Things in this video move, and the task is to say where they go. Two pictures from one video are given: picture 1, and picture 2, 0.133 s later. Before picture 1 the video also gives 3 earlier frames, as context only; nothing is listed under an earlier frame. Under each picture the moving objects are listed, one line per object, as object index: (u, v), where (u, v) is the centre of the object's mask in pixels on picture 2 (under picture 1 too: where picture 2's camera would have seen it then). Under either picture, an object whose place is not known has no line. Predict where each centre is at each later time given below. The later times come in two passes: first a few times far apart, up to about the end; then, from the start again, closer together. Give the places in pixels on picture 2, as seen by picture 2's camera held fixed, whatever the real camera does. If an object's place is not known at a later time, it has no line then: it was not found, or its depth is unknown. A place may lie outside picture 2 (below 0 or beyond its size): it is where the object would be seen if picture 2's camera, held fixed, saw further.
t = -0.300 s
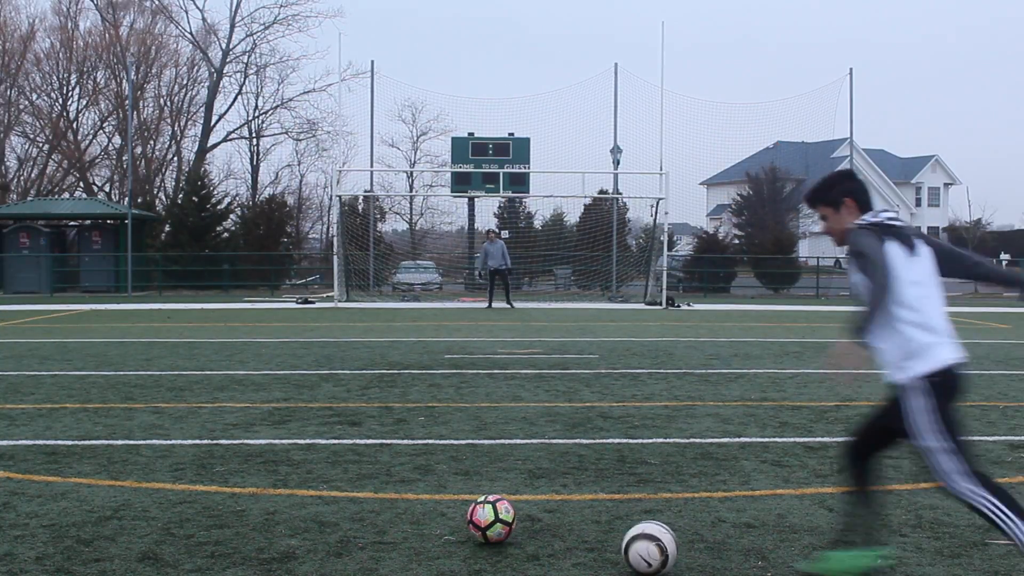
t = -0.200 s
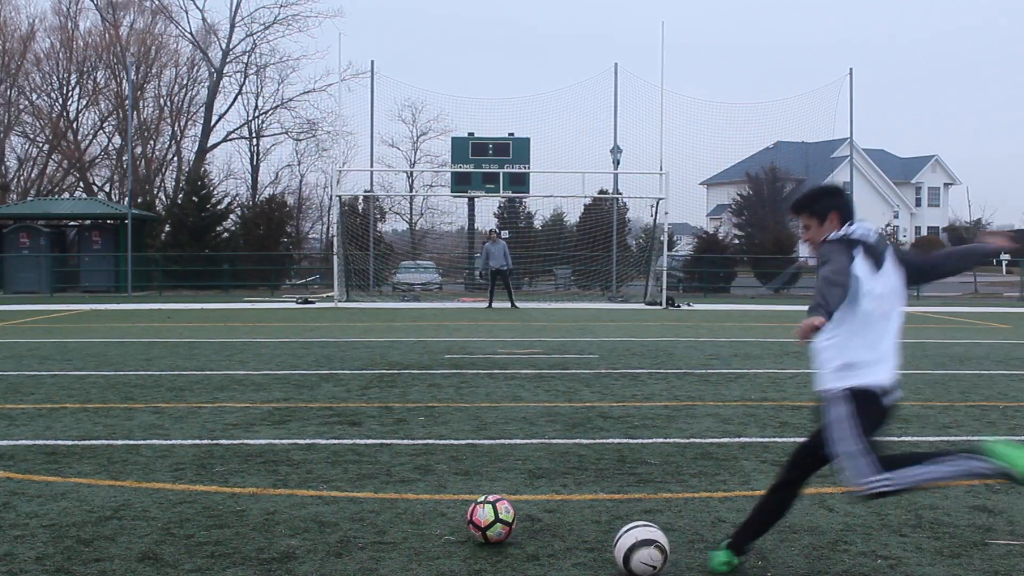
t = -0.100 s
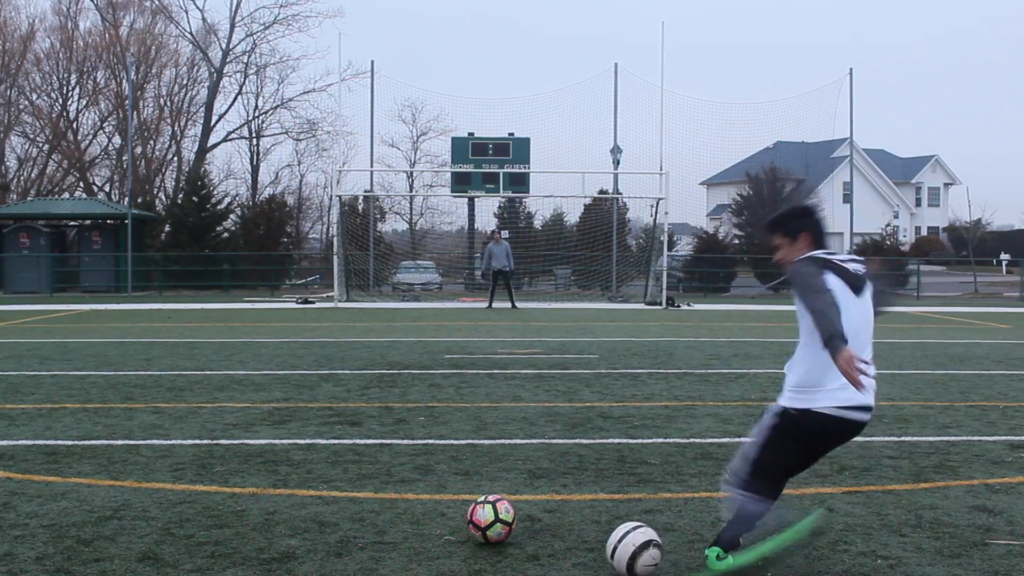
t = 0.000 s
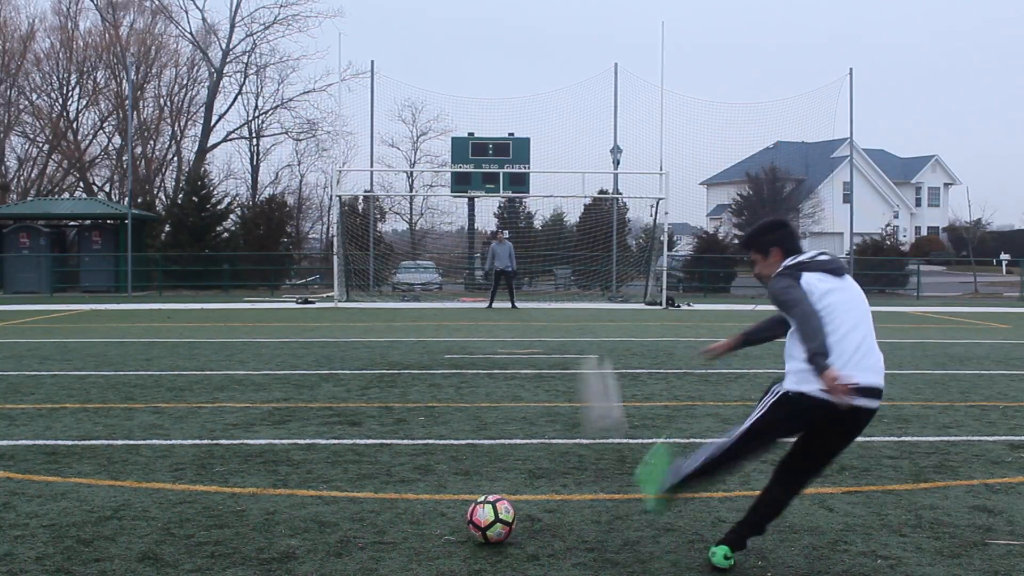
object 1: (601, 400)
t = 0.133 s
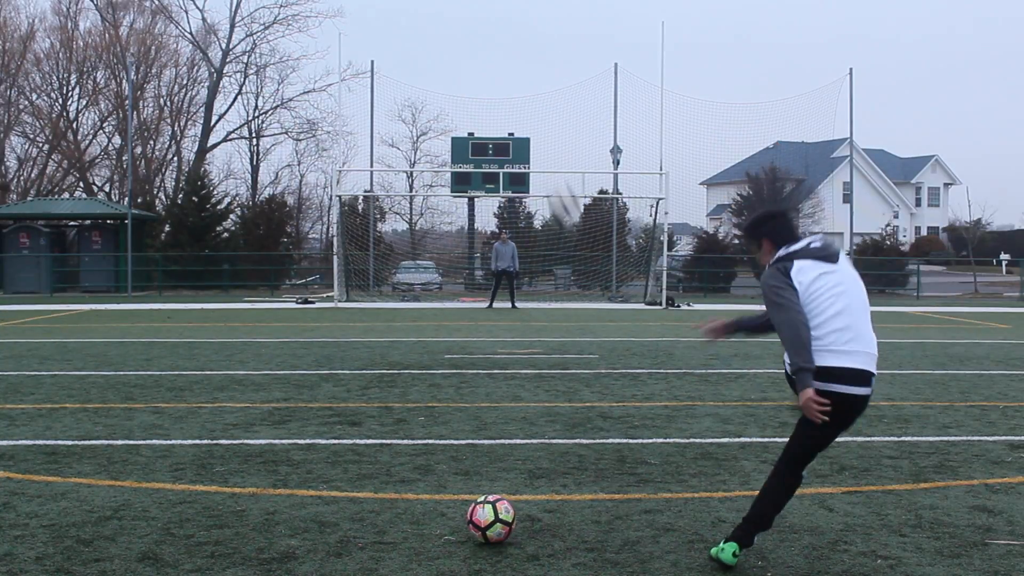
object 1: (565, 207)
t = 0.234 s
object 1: (552, 125)
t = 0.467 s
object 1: (541, 39)
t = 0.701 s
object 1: (539, 15)
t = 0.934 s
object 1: (542, 20)
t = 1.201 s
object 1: (548, 50)
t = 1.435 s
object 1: (555, 89)
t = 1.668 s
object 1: (562, 135)
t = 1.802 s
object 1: (566, 164)
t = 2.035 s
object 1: (571, 216)
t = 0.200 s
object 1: (555, 149)
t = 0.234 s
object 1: (552, 125)
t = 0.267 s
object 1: (549, 106)
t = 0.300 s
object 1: (547, 91)
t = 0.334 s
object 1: (545, 77)
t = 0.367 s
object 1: (543, 65)
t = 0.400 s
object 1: (542, 55)
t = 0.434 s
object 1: (541, 47)
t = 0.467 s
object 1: (541, 39)
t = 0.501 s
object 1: (540, 33)
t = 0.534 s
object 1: (540, 27)
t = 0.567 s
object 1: (539, 23)
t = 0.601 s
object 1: (539, 20)
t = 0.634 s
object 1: (539, 17)
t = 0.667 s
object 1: (539, 16)
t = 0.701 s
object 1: (539, 15)
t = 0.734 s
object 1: (539, 14)
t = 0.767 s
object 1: (540, 14)
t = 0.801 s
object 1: (540, 14)
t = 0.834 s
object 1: (540, 15)
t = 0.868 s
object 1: (541, 16)
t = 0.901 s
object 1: (541, 18)
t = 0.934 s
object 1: (542, 20)
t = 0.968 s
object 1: (542, 23)
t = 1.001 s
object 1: (543, 27)
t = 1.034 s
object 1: (544, 30)
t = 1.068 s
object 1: (545, 33)
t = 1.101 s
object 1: (546, 37)
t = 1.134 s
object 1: (547, 41)
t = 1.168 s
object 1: (548, 46)
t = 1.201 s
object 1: (548, 50)
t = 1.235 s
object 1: (549, 55)
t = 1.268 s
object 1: (550, 61)
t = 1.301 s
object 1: (551, 66)
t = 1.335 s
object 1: (552, 71)
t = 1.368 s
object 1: (553, 77)
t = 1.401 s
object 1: (554, 83)
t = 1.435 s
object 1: (555, 89)
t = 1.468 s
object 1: (556, 94)
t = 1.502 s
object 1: (557, 101)
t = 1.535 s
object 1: (558, 108)
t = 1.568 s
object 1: (559, 115)
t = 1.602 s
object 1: (560, 121)
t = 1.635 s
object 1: (561, 128)
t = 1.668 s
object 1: (562, 135)
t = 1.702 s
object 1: (563, 142)
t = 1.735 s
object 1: (564, 149)
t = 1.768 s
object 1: (565, 156)
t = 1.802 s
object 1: (566, 164)
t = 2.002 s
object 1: (573, 209)
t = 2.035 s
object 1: (571, 216)
